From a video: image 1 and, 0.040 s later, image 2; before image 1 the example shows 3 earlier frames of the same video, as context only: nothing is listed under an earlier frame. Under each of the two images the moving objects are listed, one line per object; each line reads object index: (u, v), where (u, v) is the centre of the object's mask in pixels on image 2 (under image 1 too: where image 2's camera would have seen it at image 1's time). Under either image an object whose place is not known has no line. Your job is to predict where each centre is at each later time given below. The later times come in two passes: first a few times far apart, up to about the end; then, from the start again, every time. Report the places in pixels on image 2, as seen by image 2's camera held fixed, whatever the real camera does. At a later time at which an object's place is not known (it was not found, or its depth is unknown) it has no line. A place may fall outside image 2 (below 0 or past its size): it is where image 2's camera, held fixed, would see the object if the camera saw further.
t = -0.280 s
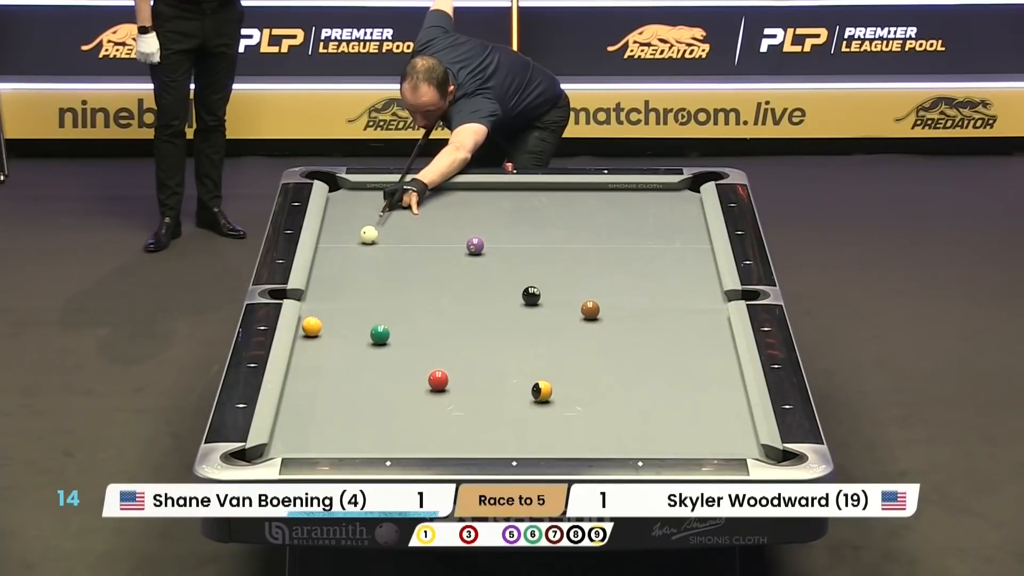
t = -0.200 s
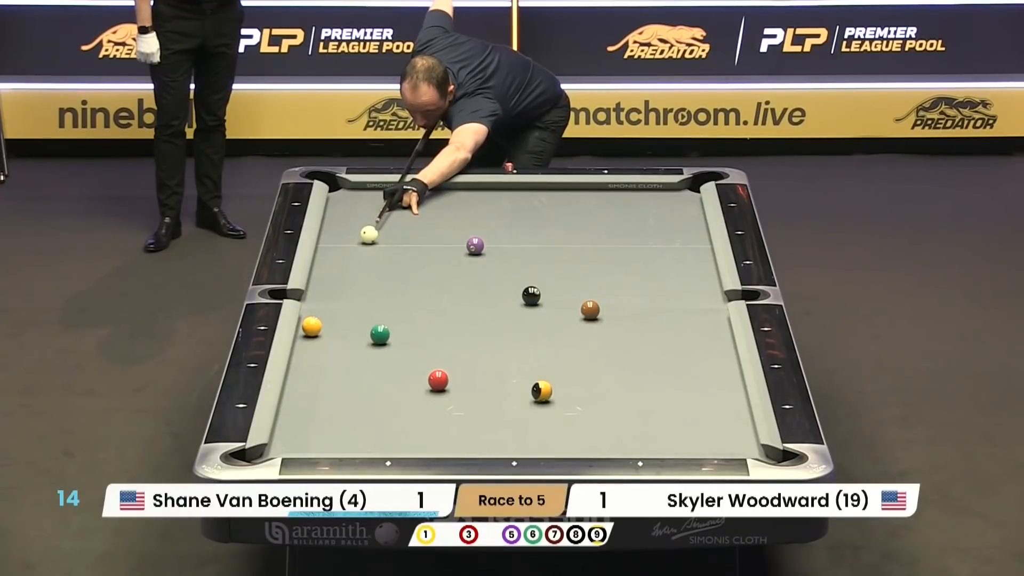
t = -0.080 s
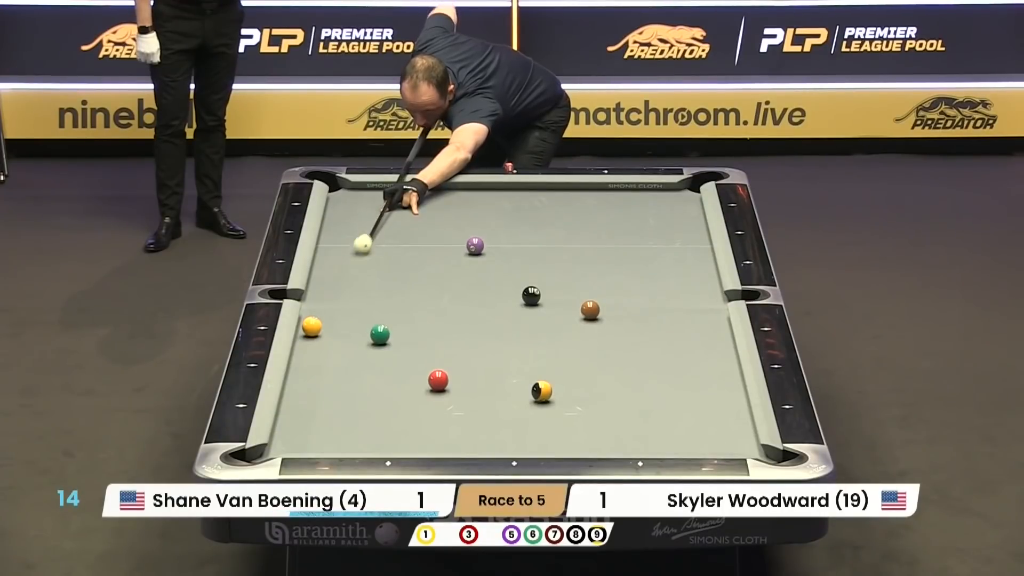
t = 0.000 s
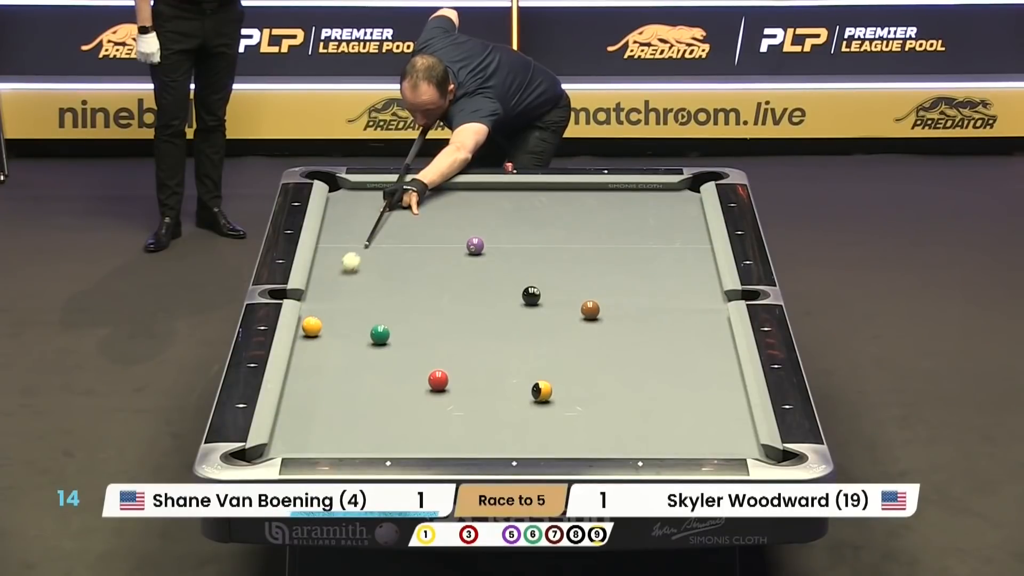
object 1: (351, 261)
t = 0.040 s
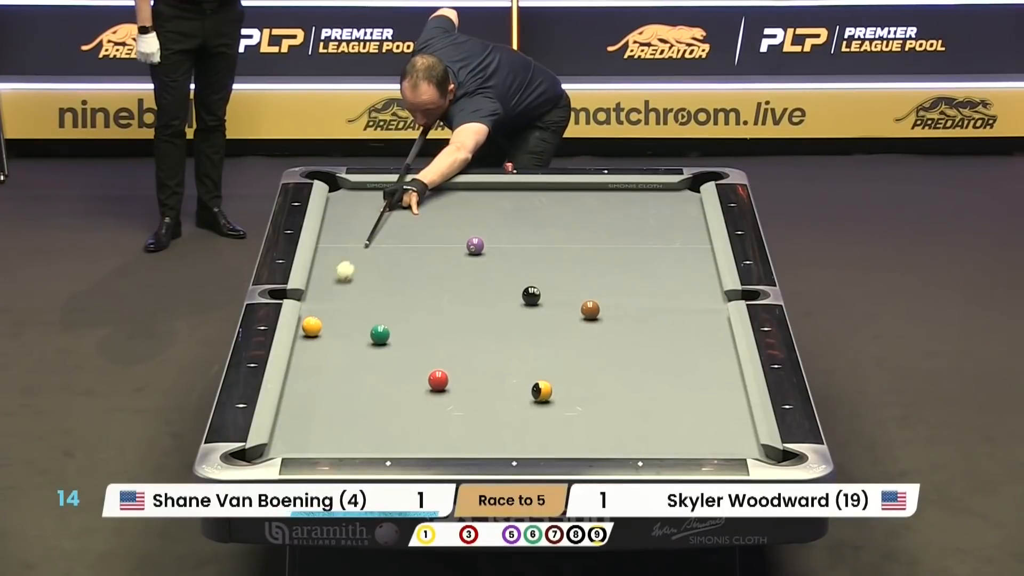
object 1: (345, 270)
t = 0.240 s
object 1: (317, 313)
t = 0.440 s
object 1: (310, 322)
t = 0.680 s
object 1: (316, 325)
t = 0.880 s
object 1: (320, 327)
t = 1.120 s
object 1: (325, 329)
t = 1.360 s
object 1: (329, 331)
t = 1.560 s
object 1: (332, 332)
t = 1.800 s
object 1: (335, 333)
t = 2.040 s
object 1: (337, 334)
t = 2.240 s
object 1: (338, 335)
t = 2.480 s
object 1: (339, 335)
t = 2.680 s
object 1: (339, 335)
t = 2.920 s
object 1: (339, 335)
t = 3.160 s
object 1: (339, 335)
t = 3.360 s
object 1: (339, 335)
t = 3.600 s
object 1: (339, 335)
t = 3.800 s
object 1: (339, 335)
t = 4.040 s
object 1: (339, 335)
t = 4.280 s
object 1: (339, 335)
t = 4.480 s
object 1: (339, 335)
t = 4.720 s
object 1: (339, 335)
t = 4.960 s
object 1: (339, 335)
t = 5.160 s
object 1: (339, 335)
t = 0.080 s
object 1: (339, 280)
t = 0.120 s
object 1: (333, 289)
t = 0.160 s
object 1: (327, 298)
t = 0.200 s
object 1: (322, 307)
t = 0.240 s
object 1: (317, 313)
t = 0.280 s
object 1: (312, 317)
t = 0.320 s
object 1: (309, 319)
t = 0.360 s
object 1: (308, 321)
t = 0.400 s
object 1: (309, 321)
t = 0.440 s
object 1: (310, 322)
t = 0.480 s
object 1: (311, 323)
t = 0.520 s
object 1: (312, 323)
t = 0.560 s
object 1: (313, 324)
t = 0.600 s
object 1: (314, 324)
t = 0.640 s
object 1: (315, 324)
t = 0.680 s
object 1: (316, 325)
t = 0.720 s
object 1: (317, 325)
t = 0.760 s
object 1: (318, 326)
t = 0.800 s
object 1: (318, 326)
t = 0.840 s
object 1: (319, 326)
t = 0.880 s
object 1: (320, 327)
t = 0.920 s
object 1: (321, 327)
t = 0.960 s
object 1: (322, 328)
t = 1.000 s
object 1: (322, 328)
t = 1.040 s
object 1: (323, 328)
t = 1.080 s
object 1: (324, 329)
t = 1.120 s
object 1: (325, 329)
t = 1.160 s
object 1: (325, 329)
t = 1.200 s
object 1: (326, 330)
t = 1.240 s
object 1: (327, 330)
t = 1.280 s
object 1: (328, 330)
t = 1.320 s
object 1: (328, 330)
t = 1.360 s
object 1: (329, 331)
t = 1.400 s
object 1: (330, 331)
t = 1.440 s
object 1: (330, 331)
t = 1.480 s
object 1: (331, 331)
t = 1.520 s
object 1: (331, 332)
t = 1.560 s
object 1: (332, 332)
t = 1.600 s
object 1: (332, 332)
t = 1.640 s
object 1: (333, 332)
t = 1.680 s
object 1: (333, 332)
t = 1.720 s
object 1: (334, 333)
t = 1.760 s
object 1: (335, 333)
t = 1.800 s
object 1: (335, 333)
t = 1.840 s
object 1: (335, 333)
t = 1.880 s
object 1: (336, 334)
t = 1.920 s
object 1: (336, 334)
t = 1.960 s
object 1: (336, 334)
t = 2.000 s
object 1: (337, 334)
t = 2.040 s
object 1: (337, 334)
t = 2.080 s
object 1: (337, 334)
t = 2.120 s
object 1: (337, 334)
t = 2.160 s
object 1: (338, 334)
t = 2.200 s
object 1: (338, 335)
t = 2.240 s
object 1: (338, 335)
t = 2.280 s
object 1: (338, 335)
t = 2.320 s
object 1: (338, 335)
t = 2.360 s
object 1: (338, 335)
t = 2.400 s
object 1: (338, 335)
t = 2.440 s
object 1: (338, 335)
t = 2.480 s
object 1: (339, 335)
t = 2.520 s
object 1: (339, 335)
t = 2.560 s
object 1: (339, 335)
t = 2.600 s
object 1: (339, 335)
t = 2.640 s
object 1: (339, 335)
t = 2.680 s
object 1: (339, 335)
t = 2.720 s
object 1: (339, 335)
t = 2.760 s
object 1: (339, 335)
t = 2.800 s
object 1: (339, 335)
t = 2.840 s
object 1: (339, 335)
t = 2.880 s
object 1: (339, 335)
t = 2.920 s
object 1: (339, 335)
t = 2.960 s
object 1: (339, 335)
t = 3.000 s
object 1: (339, 335)
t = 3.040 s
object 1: (339, 335)
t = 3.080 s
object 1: (339, 335)
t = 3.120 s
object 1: (339, 335)
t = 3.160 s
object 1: (339, 335)
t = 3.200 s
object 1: (339, 335)
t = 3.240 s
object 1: (339, 335)
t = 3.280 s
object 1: (339, 335)
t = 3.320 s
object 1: (339, 335)
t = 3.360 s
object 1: (339, 335)
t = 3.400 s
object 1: (339, 335)
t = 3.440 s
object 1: (339, 335)
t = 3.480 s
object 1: (339, 335)
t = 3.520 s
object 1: (339, 335)
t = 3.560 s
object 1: (339, 335)
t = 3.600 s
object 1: (339, 335)
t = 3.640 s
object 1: (339, 335)
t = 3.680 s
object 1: (339, 335)
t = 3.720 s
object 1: (339, 335)
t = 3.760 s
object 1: (339, 335)
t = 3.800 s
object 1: (339, 335)
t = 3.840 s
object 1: (339, 335)
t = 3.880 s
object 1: (339, 335)
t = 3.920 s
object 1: (339, 335)
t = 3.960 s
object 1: (339, 335)
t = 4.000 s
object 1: (339, 335)
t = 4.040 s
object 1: (339, 335)
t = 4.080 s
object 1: (339, 335)
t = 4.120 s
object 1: (339, 335)
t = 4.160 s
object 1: (339, 335)
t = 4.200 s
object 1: (339, 335)
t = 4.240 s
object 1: (339, 335)
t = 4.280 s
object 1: (339, 335)
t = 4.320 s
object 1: (339, 335)
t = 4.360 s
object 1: (339, 335)
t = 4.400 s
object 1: (339, 335)
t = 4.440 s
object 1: (339, 335)
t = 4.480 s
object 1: (339, 335)
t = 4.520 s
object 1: (339, 335)
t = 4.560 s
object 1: (339, 335)
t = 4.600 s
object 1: (339, 335)
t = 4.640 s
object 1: (339, 335)
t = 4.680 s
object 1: (339, 335)
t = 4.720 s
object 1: (339, 335)
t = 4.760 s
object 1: (339, 335)
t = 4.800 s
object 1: (339, 335)
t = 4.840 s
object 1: (339, 335)
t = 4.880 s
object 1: (339, 335)
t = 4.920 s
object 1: (339, 335)
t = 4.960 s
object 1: (339, 335)
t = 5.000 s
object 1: (339, 335)
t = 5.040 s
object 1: (339, 335)
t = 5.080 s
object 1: (339, 335)
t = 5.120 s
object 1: (339, 335)
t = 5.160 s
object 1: (339, 335)
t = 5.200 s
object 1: (339, 335)
